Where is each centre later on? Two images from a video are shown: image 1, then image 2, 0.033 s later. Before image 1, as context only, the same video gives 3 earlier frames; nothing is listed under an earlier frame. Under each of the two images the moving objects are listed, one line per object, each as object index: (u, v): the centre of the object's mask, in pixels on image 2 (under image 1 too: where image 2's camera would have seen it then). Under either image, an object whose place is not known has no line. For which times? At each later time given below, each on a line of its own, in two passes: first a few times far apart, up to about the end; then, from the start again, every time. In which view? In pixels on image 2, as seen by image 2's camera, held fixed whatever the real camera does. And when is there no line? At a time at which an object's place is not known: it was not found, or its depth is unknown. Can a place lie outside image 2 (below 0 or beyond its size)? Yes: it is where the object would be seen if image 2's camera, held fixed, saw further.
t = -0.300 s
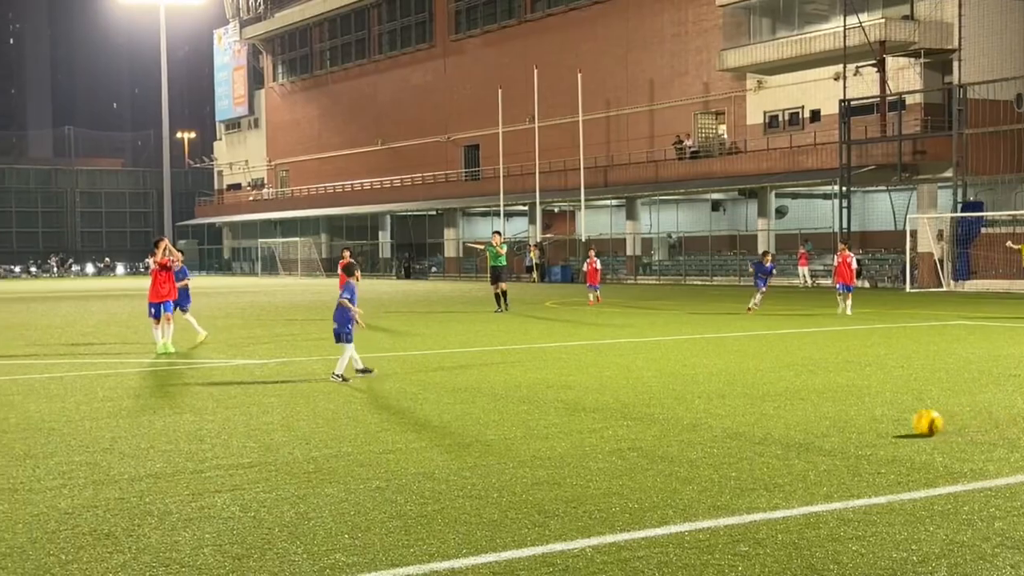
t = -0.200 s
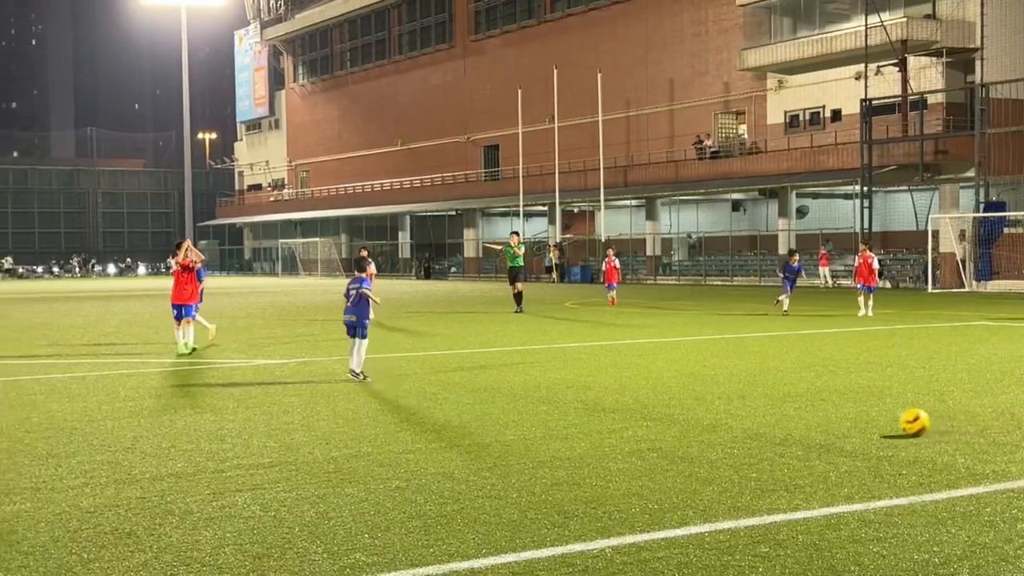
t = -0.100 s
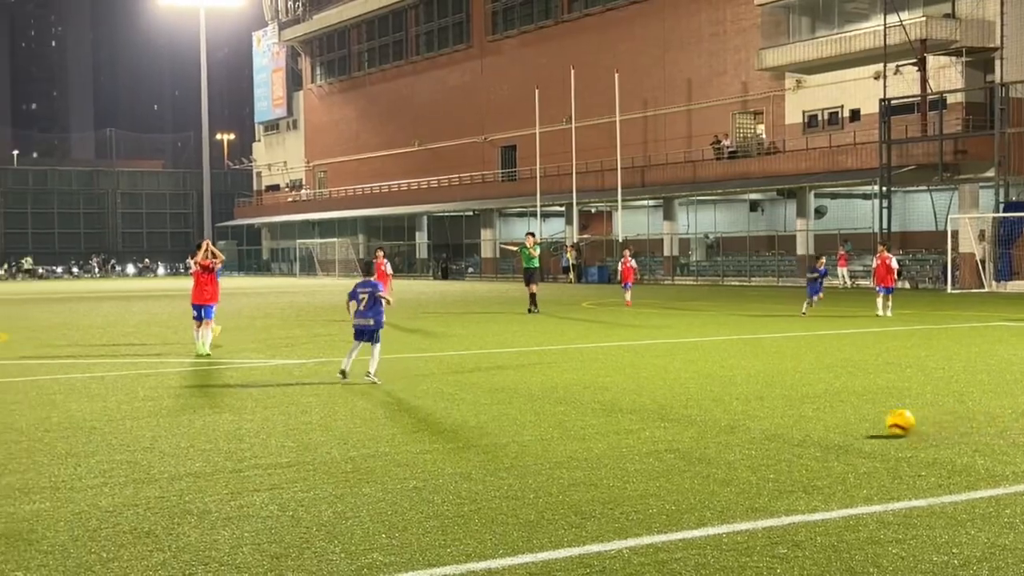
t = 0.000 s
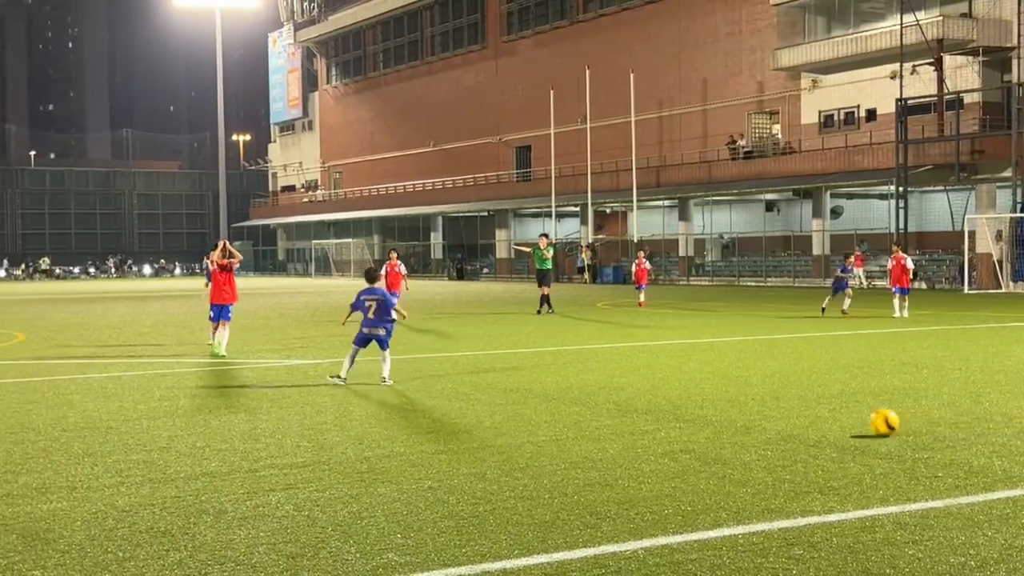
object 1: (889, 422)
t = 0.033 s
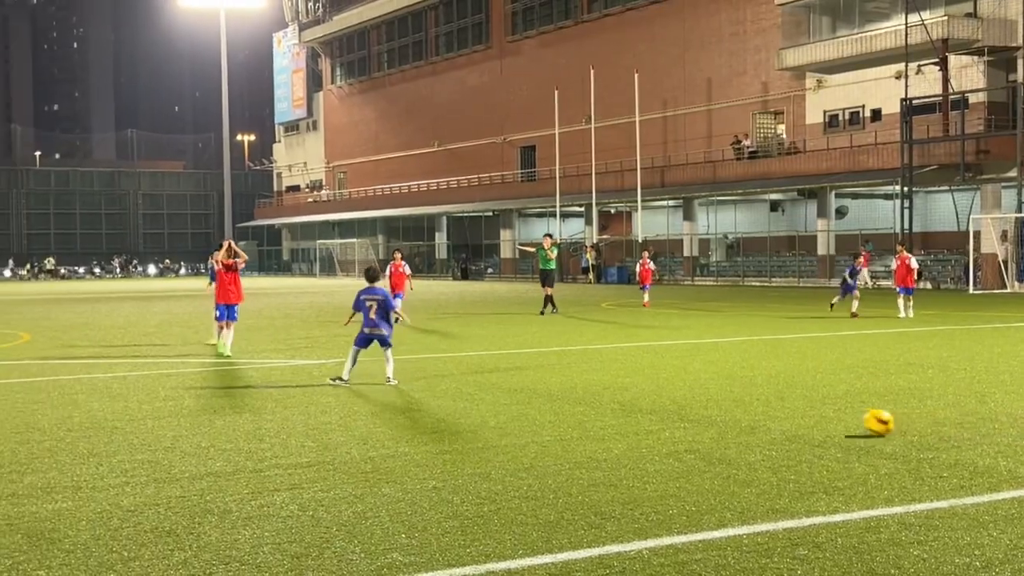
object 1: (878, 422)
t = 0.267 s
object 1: (808, 419)
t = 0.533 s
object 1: (734, 419)
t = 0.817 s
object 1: (664, 418)
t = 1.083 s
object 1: (604, 417)
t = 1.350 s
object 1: (549, 415)
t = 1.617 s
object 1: (499, 414)
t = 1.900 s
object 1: (452, 414)
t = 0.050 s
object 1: (873, 422)
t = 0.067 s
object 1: (867, 422)
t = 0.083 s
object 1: (862, 422)
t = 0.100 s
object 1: (857, 422)
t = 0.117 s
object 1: (852, 422)
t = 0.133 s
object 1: (848, 421)
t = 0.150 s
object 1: (841, 421)
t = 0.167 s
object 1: (837, 421)
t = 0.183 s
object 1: (832, 421)
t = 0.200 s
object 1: (827, 420)
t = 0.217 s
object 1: (822, 421)
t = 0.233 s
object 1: (818, 420)
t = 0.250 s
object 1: (812, 420)
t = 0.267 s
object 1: (808, 419)
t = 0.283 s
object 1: (802, 419)
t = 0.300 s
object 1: (799, 419)
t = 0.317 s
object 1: (794, 419)
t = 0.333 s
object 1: (789, 418)
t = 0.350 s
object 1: (784, 419)
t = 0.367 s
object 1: (779, 418)
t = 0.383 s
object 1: (775, 419)
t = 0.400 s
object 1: (770, 419)
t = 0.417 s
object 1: (766, 419)
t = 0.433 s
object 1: (761, 419)
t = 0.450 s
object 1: (756, 419)
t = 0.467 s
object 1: (752, 419)
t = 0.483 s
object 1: (748, 419)
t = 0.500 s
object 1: (743, 419)
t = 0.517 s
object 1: (739, 419)
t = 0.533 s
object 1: (734, 419)
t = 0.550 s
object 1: (730, 418)
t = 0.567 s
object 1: (726, 419)
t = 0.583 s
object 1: (722, 418)
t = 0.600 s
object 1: (717, 418)
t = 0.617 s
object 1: (713, 418)
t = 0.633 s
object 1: (709, 418)
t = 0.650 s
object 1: (705, 418)
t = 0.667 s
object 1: (701, 418)
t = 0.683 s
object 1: (696, 418)
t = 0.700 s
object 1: (692, 418)
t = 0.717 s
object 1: (688, 418)
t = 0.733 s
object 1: (683, 418)
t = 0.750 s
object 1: (680, 418)
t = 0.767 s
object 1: (676, 417)
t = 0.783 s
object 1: (672, 417)
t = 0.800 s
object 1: (668, 417)
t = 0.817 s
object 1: (664, 418)
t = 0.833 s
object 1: (660, 417)
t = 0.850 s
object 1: (656, 417)
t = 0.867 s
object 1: (652, 417)
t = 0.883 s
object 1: (648, 417)
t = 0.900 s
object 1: (644, 417)
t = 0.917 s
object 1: (641, 417)
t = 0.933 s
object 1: (637, 417)
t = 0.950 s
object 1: (633, 416)
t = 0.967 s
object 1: (629, 417)
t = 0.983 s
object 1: (626, 417)
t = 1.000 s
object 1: (622, 417)
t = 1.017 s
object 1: (618, 417)
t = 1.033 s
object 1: (614, 416)
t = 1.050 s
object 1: (610, 417)
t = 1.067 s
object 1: (607, 417)
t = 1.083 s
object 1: (604, 417)
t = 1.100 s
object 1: (600, 416)
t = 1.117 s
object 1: (597, 417)
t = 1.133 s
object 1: (593, 416)
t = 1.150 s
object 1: (589, 416)
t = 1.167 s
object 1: (585, 417)
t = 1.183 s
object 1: (582, 417)
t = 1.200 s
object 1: (579, 416)
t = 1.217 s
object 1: (575, 416)
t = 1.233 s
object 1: (572, 416)
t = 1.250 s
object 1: (568, 416)
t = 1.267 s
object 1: (565, 416)
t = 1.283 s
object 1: (562, 416)
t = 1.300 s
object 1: (559, 416)
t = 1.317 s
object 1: (555, 416)
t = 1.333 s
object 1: (553, 415)
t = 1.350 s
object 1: (549, 415)
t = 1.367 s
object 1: (546, 416)
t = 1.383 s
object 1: (542, 415)
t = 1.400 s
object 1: (540, 415)
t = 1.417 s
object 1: (536, 416)
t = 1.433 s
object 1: (533, 415)
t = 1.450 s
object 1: (530, 416)
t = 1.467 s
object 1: (527, 416)
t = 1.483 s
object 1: (524, 416)
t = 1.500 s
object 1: (521, 415)
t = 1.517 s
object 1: (518, 416)
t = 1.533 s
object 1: (515, 415)
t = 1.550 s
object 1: (511, 415)
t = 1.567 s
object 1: (509, 415)
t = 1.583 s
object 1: (505, 415)
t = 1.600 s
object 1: (503, 415)
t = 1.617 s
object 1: (499, 414)
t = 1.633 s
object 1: (497, 415)
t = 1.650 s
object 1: (494, 415)
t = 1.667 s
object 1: (491, 415)
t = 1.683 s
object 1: (488, 415)
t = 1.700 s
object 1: (486, 415)
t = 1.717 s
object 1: (483, 415)
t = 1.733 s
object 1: (480, 415)
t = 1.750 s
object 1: (477, 414)
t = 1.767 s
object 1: (474, 414)
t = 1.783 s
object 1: (471, 414)
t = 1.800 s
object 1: (469, 414)
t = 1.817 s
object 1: (466, 414)
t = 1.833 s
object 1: (463, 414)
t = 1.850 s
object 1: (460, 415)
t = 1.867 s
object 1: (457, 414)
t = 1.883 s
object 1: (455, 414)
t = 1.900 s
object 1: (452, 414)
